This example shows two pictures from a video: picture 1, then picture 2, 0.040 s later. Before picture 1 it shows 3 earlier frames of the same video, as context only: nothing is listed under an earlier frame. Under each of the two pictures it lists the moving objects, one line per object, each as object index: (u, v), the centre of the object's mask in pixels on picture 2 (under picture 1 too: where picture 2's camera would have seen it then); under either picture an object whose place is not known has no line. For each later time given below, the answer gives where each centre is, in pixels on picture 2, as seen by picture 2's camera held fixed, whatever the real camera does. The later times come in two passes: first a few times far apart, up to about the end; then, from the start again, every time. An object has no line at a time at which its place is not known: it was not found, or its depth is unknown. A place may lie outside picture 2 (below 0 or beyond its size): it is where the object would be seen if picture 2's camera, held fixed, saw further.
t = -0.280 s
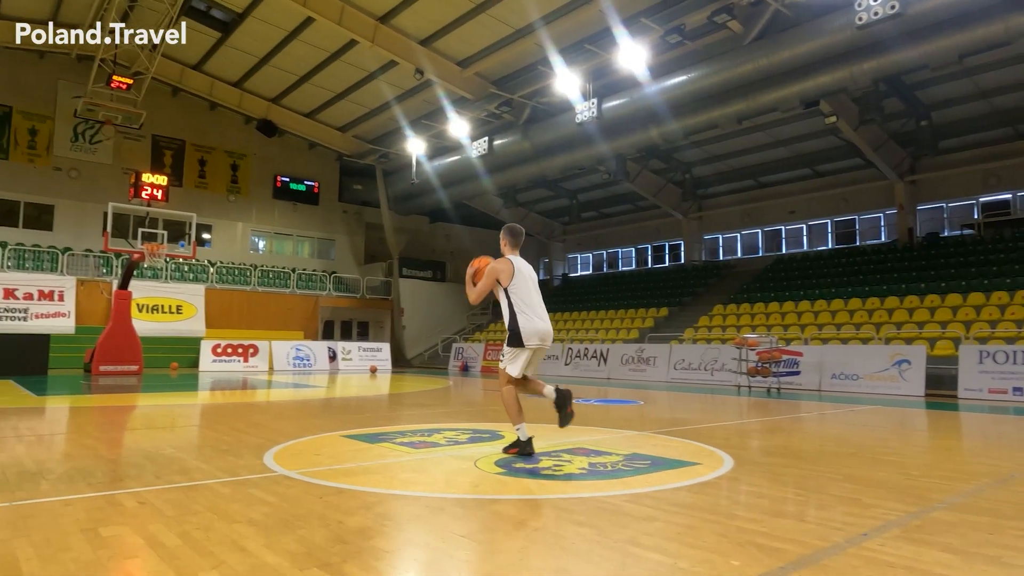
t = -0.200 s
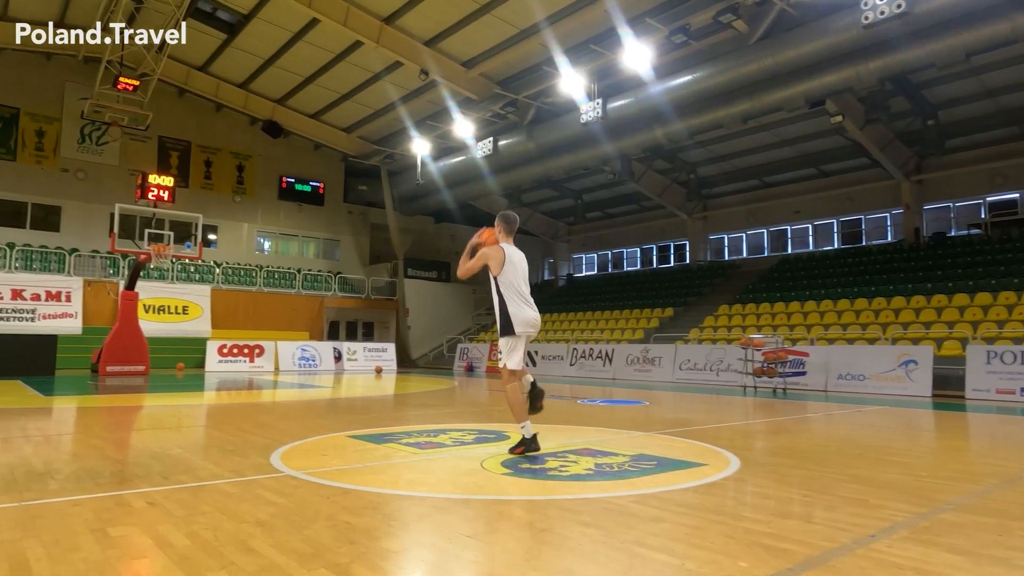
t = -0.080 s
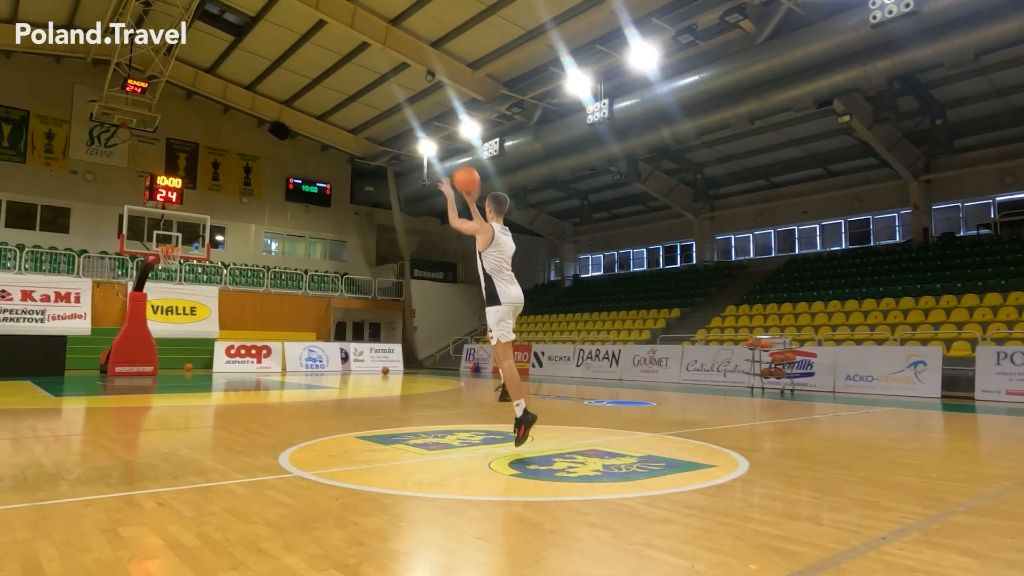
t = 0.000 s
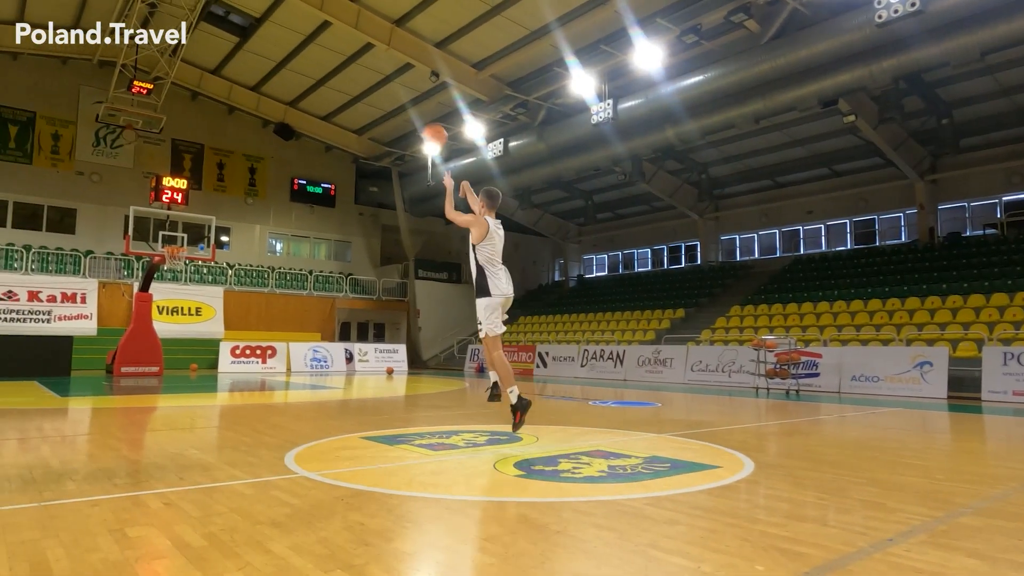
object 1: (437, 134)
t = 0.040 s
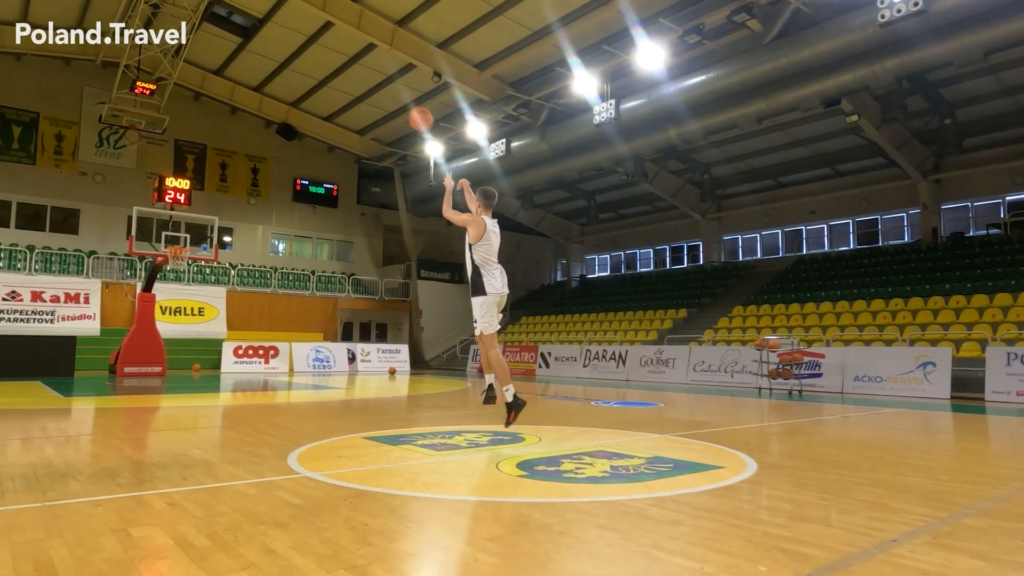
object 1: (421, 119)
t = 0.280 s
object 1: (346, 65)
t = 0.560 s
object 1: (288, 64)
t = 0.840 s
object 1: (246, 103)
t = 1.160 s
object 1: (210, 178)
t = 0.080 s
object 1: (406, 105)
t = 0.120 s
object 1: (392, 92)
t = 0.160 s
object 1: (380, 83)
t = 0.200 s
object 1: (368, 75)
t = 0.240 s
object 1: (356, 69)
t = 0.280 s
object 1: (346, 65)
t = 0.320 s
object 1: (336, 61)
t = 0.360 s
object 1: (327, 59)
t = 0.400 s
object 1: (318, 58)
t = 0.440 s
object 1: (310, 58)
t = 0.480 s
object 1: (302, 59)
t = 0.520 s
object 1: (295, 61)
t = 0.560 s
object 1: (288, 64)
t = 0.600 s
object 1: (281, 68)
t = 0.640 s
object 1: (275, 73)
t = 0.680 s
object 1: (269, 78)
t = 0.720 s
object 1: (263, 83)
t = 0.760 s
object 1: (257, 89)
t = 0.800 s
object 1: (252, 96)
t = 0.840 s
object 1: (246, 103)
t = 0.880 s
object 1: (241, 111)
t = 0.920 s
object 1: (236, 119)
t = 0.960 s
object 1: (231, 129)
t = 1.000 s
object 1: (227, 137)
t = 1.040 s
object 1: (223, 147)
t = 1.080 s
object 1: (218, 156)
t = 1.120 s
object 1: (214, 167)
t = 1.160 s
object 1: (210, 178)
